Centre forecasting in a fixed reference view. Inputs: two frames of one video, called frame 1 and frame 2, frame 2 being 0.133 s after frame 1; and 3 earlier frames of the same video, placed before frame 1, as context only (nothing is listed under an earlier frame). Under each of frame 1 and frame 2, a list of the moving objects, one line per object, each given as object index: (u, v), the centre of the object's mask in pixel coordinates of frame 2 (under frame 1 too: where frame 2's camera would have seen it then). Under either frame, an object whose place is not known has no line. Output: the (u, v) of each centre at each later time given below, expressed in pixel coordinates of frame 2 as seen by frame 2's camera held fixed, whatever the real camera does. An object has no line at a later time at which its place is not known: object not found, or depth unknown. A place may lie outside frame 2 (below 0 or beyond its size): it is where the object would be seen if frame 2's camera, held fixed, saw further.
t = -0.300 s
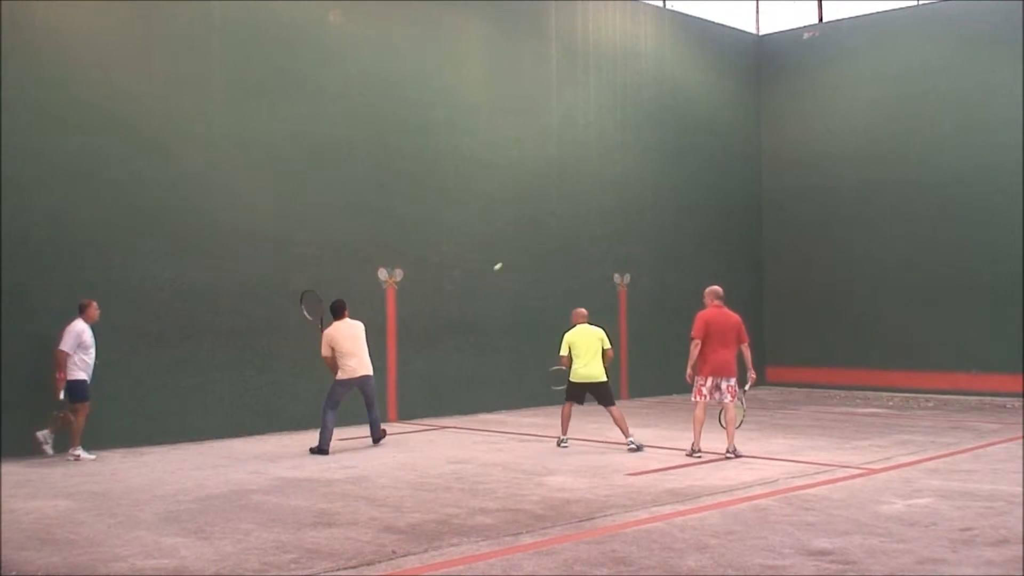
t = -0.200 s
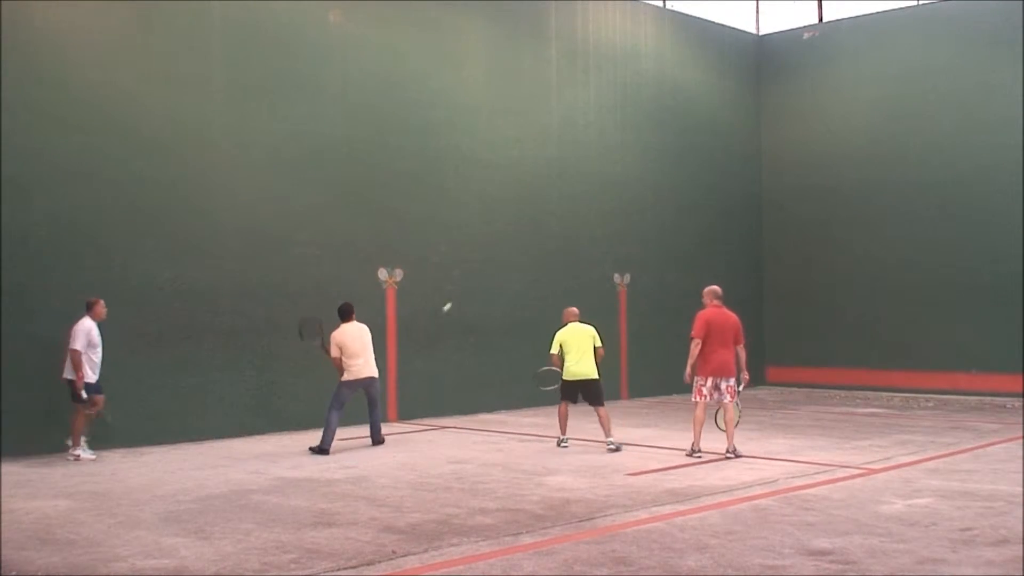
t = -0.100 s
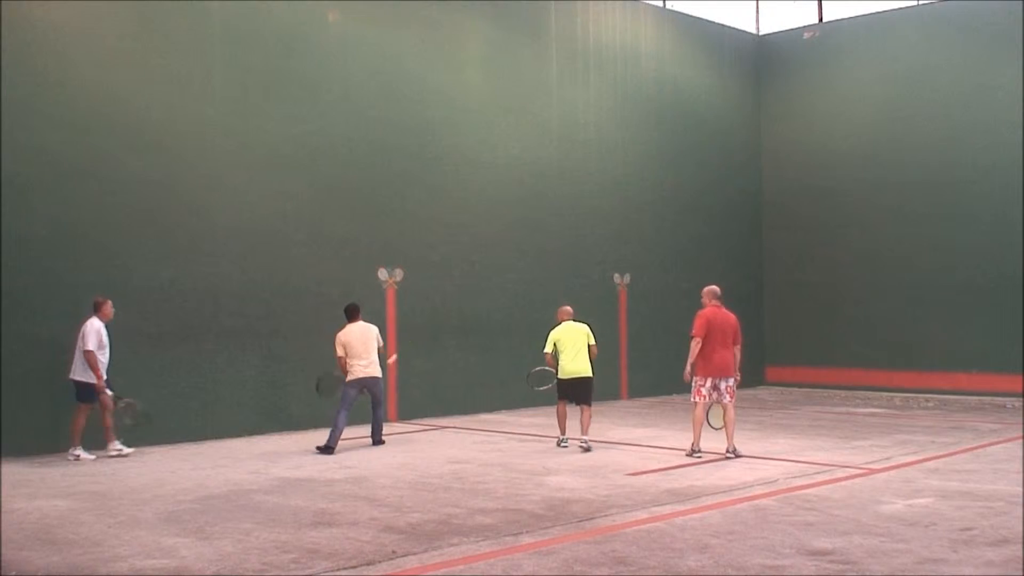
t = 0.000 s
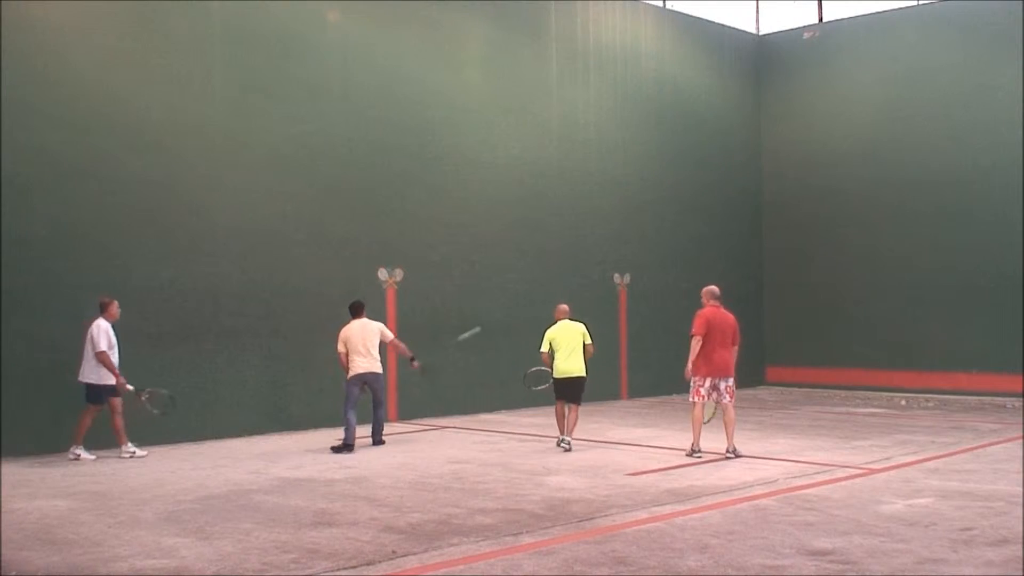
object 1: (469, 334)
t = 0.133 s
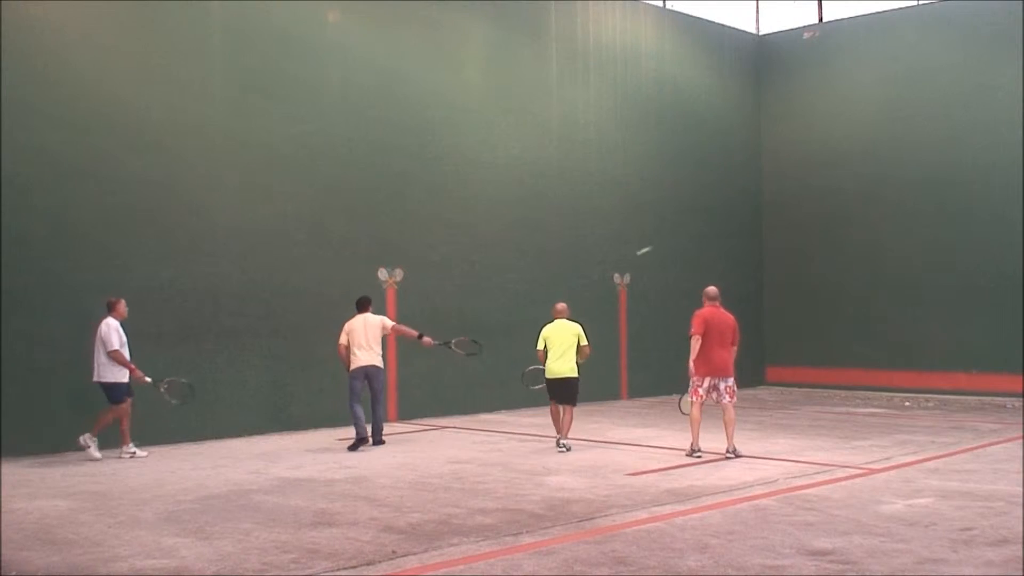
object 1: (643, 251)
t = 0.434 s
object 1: (741, 167)
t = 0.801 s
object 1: (541, 130)
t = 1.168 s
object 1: (318, 163)
